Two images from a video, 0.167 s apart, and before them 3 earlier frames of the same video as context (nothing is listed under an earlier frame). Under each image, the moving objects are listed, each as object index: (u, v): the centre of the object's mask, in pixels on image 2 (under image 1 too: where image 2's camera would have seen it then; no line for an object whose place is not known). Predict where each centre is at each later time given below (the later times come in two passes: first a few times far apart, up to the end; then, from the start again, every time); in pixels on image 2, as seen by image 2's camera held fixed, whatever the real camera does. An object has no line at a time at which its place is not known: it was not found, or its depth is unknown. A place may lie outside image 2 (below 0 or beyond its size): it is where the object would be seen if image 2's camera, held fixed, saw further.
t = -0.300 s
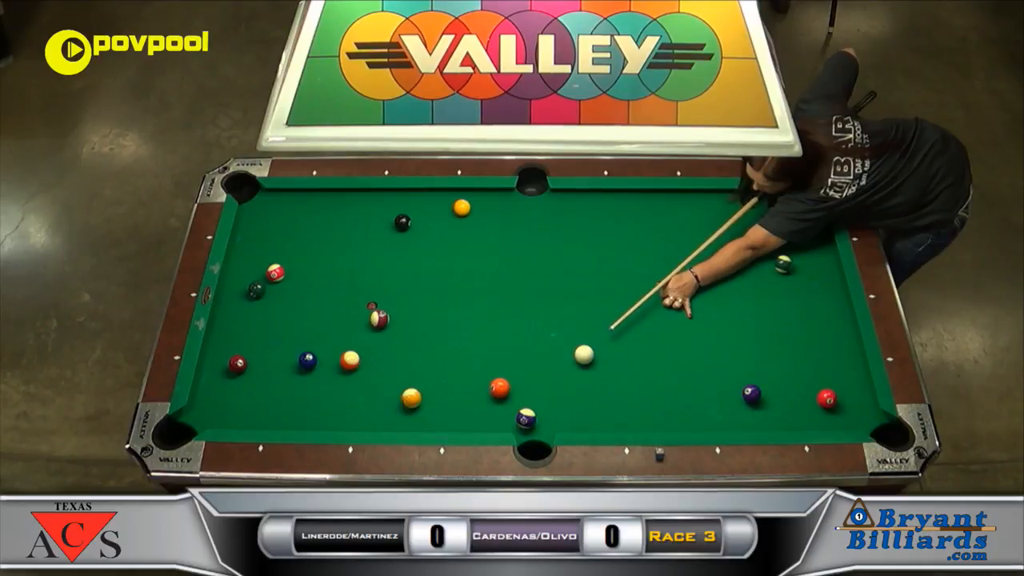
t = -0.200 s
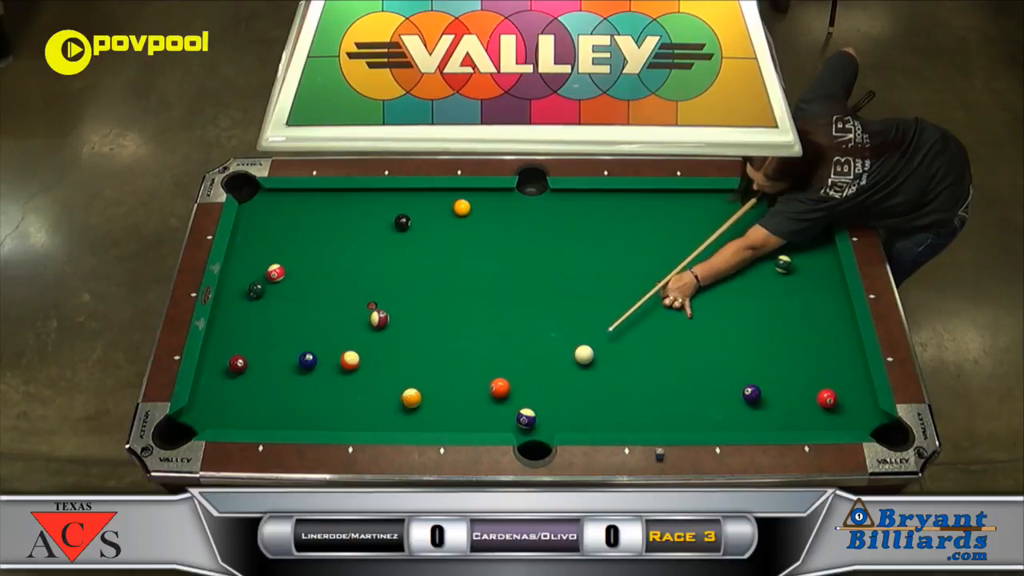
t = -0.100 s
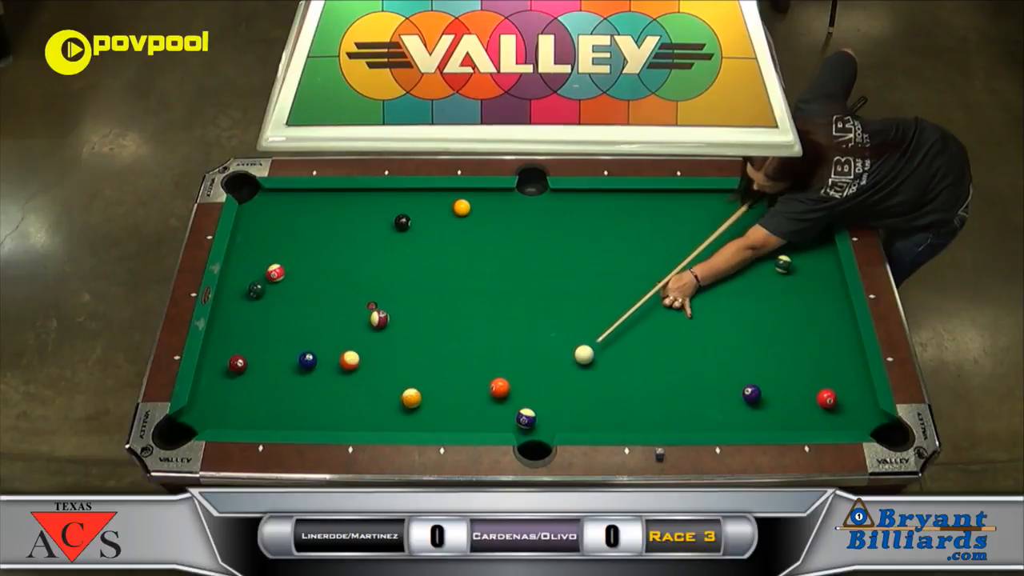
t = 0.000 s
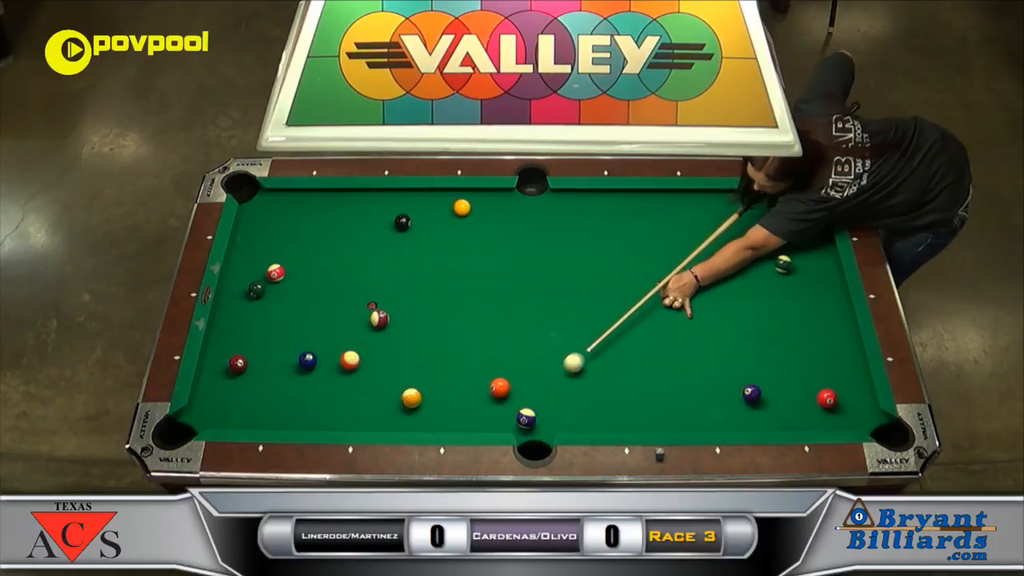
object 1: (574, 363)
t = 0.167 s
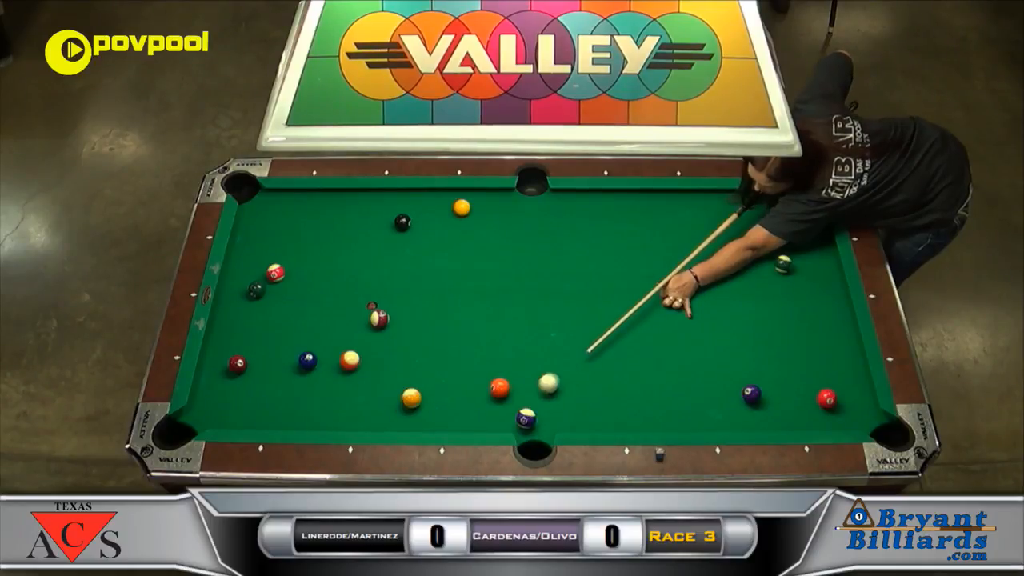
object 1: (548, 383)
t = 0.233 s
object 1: (539, 391)
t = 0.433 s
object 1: (509, 405)
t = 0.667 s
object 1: (477, 411)
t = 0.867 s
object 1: (451, 416)
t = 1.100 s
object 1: (423, 421)
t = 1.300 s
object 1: (399, 425)
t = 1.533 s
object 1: (377, 422)
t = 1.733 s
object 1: (361, 421)
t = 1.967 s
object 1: (342, 419)
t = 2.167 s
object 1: (328, 418)
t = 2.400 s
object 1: (313, 416)
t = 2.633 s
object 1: (300, 415)
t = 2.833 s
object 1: (290, 414)
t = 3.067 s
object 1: (281, 413)
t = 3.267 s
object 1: (274, 412)
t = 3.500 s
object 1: (268, 411)
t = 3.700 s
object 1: (263, 409)
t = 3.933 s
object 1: (260, 408)
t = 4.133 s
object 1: (258, 408)
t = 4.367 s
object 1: (257, 407)
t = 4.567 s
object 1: (257, 407)
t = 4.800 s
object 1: (258, 408)
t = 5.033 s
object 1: (258, 408)
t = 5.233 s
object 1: (258, 408)
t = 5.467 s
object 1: (258, 408)
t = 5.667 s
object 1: (258, 408)
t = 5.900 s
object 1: (258, 408)
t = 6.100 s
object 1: (258, 408)
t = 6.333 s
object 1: (258, 408)
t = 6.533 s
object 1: (258, 408)
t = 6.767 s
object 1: (258, 408)
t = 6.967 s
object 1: (258, 408)
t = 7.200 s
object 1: (258, 408)
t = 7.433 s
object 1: (258, 408)
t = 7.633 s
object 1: (258, 408)
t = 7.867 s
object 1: (258, 408)
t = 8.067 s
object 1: (258, 408)
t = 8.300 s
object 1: (258, 407)
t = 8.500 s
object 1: (258, 408)
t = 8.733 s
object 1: (258, 408)
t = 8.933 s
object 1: (258, 408)
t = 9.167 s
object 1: (258, 407)
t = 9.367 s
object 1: (258, 407)
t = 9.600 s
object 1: (258, 407)
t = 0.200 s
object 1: (544, 387)
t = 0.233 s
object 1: (539, 391)
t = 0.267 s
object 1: (533, 395)
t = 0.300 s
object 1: (529, 399)
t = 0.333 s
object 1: (523, 401)
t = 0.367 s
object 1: (518, 402)
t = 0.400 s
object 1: (514, 404)
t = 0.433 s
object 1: (509, 405)
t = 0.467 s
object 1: (504, 406)
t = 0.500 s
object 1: (500, 406)
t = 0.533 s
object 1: (495, 407)
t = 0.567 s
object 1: (491, 408)
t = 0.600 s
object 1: (486, 409)
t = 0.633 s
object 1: (482, 410)
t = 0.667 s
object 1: (477, 411)
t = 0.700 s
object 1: (473, 412)
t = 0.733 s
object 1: (469, 413)
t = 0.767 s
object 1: (464, 414)
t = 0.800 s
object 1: (460, 415)
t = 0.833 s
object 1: (456, 416)
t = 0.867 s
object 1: (451, 416)
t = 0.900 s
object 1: (447, 417)
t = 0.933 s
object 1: (443, 418)
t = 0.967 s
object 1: (439, 419)
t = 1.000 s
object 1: (435, 419)
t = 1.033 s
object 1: (431, 420)
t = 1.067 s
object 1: (427, 421)
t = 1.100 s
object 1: (423, 421)
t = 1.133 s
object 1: (419, 422)
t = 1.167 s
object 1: (415, 422)
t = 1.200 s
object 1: (411, 423)
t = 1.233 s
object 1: (407, 424)
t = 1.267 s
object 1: (403, 424)
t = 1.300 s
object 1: (399, 425)
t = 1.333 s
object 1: (396, 424)
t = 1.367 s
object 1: (393, 424)
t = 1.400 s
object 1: (390, 424)
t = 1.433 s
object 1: (387, 423)
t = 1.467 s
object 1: (384, 423)
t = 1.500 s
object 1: (381, 423)
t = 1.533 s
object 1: (377, 422)
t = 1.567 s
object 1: (375, 422)
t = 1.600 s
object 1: (372, 422)
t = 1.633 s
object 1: (369, 421)
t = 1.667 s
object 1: (366, 421)
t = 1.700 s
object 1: (363, 421)
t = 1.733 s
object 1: (361, 421)
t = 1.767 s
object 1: (358, 420)
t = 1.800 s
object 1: (355, 420)
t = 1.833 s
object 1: (353, 420)
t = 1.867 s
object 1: (350, 420)
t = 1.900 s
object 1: (348, 420)
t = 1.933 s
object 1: (345, 419)
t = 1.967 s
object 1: (342, 419)
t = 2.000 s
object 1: (340, 419)
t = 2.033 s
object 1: (338, 419)
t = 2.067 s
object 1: (335, 418)
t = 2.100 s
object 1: (333, 418)
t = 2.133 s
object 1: (331, 418)
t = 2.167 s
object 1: (328, 418)
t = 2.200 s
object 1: (326, 418)
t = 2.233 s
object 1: (324, 417)
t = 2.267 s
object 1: (322, 417)
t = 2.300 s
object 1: (319, 417)
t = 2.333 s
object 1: (317, 417)
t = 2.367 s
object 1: (315, 417)
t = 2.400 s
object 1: (313, 416)
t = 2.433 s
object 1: (311, 416)
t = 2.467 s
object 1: (309, 416)
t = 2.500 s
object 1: (307, 416)
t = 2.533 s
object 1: (306, 416)
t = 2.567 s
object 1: (304, 416)
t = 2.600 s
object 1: (302, 416)
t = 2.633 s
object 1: (300, 415)
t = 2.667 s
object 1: (299, 415)
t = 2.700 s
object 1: (297, 415)
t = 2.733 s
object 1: (295, 415)
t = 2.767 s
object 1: (294, 415)
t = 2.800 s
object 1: (292, 415)
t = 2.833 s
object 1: (290, 414)
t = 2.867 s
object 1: (289, 414)
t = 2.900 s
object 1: (287, 414)
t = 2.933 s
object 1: (286, 414)
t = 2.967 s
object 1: (285, 414)
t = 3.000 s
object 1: (283, 414)
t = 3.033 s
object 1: (282, 413)
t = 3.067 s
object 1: (281, 413)
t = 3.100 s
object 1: (279, 413)
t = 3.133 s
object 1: (278, 413)
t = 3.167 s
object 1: (277, 413)
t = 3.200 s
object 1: (276, 413)
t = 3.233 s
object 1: (275, 412)
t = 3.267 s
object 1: (274, 412)
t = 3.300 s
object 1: (273, 412)
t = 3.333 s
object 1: (272, 412)
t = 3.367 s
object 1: (271, 411)
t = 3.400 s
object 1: (270, 411)
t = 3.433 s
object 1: (269, 411)
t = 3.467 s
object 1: (268, 411)
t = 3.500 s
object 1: (268, 411)
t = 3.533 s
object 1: (267, 410)
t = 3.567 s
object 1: (266, 410)
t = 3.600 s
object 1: (265, 410)
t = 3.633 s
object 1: (265, 410)
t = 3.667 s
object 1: (264, 410)
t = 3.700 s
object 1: (263, 409)
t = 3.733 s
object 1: (263, 409)
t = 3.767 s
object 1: (262, 409)
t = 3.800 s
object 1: (261, 409)
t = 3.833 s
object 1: (261, 409)
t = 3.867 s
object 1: (261, 409)
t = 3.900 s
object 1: (260, 408)
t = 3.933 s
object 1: (260, 408)
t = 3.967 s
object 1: (260, 408)
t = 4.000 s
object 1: (259, 408)
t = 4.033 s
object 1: (259, 408)
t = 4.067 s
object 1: (259, 408)
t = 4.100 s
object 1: (258, 408)
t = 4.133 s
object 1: (258, 408)
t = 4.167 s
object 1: (258, 407)
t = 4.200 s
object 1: (258, 407)
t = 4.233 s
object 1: (257, 407)
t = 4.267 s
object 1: (257, 407)
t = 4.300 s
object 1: (257, 407)
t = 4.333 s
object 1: (257, 407)
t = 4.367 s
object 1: (257, 407)
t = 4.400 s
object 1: (257, 407)
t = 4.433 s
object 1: (257, 407)
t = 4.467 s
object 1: (257, 407)
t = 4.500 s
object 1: (257, 407)
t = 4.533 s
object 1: (257, 407)
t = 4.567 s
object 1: (257, 407)
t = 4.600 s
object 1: (257, 408)
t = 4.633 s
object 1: (257, 408)
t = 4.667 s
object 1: (257, 408)
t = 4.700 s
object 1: (258, 408)
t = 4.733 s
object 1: (258, 408)
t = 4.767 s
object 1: (258, 408)
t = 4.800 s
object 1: (258, 408)
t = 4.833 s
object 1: (258, 408)
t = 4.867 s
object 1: (258, 408)
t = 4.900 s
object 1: (258, 408)
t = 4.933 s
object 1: (258, 408)
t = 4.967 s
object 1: (258, 408)
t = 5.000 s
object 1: (258, 408)
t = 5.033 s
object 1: (258, 408)
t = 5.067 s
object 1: (258, 408)
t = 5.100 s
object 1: (258, 408)
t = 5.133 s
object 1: (258, 408)
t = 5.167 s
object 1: (258, 408)
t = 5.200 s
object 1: (258, 408)
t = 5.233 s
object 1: (258, 408)
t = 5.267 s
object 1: (258, 408)
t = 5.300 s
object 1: (258, 408)
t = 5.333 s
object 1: (258, 408)
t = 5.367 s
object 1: (258, 408)
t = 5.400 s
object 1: (258, 408)
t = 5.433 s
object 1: (258, 408)
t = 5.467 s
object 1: (258, 408)
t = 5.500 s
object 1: (258, 408)
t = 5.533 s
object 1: (258, 408)
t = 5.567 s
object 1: (258, 408)
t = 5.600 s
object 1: (258, 408)
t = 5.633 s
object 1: (258, 408)
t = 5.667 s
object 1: (258, 408)
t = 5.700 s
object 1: (258, 408)
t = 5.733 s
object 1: (258, 408)
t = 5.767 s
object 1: (258, 408)
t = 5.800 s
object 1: (258, 408)
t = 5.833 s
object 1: (258, 408)
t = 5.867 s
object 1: (258, 408)
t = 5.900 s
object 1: (258, 408)
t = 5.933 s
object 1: (258, 408)
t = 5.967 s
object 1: (258, 408)
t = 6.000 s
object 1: (258, 408)
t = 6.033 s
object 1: (258, 408)
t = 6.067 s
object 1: (258, 408)
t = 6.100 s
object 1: (258, 408)
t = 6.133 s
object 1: (258, 408)
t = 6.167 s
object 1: (258, 408)
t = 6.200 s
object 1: (258, 408)
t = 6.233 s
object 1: (258, 408)
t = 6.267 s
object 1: (258, 408)
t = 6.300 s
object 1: (258, 408)
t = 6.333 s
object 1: (258, 408)
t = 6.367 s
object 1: (258, 408)
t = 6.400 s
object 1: (258, 408)
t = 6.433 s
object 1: (258, 408)
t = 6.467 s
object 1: (258, 408)
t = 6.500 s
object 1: (258, 408)
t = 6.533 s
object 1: (258, 408)
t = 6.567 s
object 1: (258, 408)
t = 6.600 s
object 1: (258, 408)
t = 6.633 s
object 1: (258, 408)
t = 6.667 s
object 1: (258, 408)
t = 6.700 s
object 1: (258, 408)
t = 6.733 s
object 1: (258, 408)
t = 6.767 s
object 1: (258, 408)
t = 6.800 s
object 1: (258, 408)
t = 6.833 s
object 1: (258, 408)
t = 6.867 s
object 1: (258, 408)
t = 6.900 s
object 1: (258, 408)
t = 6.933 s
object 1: (258, 408)
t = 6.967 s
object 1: (258, 408)
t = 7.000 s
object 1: (258, 408)
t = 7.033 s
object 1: (258, 408)
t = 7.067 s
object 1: (258, 408)
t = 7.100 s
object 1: (258, 408)
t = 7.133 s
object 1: (258, 408)
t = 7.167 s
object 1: (258, 408)
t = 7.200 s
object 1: (258, 408)
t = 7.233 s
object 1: (258, 408)
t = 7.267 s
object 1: (258, 408)
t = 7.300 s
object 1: (258, 408)
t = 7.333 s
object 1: (258, 408)
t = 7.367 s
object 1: (258, 408)
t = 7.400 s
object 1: (258, 408)
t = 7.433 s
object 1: (258, 408)
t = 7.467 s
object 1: (258, 408)
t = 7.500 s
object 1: (258, 408)
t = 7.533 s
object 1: (258, 408)
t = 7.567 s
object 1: (258, 408)
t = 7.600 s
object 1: (258, 408)
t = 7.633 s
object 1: (258, 408)
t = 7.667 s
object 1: (258, 408)
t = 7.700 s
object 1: (258, 408)
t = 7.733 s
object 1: (258, 408)
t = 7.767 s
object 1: (258, 408)
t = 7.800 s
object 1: (258, 408)
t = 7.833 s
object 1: (258, 408)
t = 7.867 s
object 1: (258, 408)
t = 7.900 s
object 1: (258, 408)
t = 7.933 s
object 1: (258, 408)
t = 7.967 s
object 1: (258, 408)
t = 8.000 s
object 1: (258, 408)
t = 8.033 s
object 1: (258, 408)
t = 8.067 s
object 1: (258, 408)
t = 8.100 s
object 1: (258, 408)
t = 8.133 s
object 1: (258, 408)
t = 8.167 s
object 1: (258, 408)
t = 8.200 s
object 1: (258, 408)
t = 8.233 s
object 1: (258, 408)
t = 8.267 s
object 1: (258, 408)
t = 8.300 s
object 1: (258, 407)
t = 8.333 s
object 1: (258, 408)
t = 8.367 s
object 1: (258, 408)
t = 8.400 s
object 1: (258, 408)
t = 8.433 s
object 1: (258, 408)
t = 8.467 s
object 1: (258, 408)
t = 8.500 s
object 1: (258, 408)
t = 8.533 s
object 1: (258, 408)
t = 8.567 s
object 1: (258, 408)
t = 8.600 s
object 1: (258, 408)
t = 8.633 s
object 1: (258, 408)
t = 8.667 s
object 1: (258, 408)
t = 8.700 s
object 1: (258, 408)
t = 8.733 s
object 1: (258, 408)
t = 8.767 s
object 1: (258, 408)
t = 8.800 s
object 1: (258, 408)
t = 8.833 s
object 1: (258, 407)
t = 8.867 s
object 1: (258, 408)
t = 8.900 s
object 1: (258, 408)
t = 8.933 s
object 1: (258, 408)
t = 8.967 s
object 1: (258, 408)
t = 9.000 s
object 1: (258, 408)
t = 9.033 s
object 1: (258, 408)
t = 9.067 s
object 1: (258, 408)
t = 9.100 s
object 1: (258, 408)
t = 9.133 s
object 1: (258, 407)
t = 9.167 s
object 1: (258, 407)
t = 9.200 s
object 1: (258, 407)
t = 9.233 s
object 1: (258, 407)
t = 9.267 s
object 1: (258, 407)
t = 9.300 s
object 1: (258, 407)
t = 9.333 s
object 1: (258, 407)
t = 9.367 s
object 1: (258, 407)
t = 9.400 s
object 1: (258, 407)
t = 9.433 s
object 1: (258, 407)
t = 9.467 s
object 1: (258, 408)
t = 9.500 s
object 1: (258, 407)
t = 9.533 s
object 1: (258, 407)
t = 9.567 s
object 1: (258, 407)
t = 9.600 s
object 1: (258, 407)
